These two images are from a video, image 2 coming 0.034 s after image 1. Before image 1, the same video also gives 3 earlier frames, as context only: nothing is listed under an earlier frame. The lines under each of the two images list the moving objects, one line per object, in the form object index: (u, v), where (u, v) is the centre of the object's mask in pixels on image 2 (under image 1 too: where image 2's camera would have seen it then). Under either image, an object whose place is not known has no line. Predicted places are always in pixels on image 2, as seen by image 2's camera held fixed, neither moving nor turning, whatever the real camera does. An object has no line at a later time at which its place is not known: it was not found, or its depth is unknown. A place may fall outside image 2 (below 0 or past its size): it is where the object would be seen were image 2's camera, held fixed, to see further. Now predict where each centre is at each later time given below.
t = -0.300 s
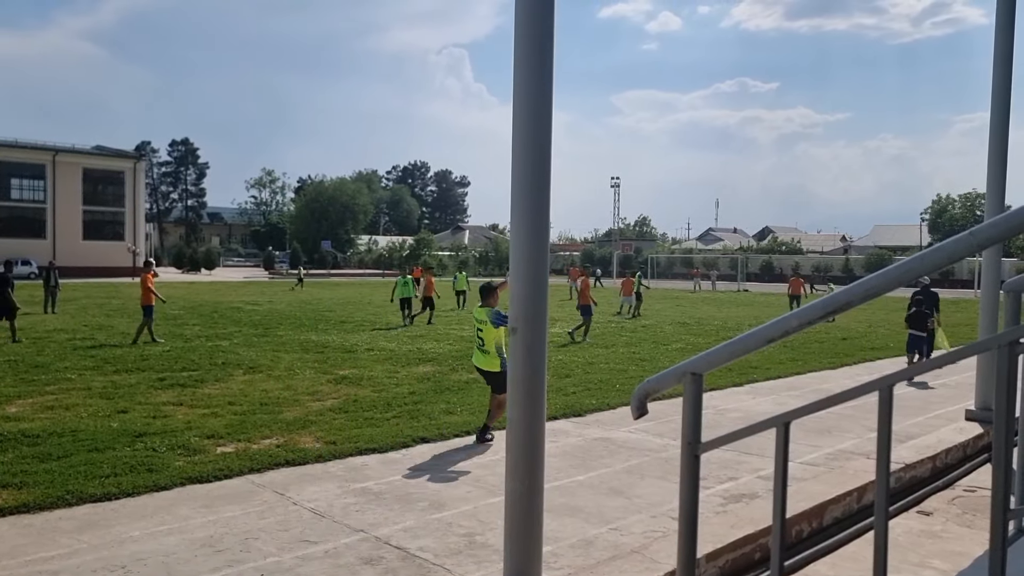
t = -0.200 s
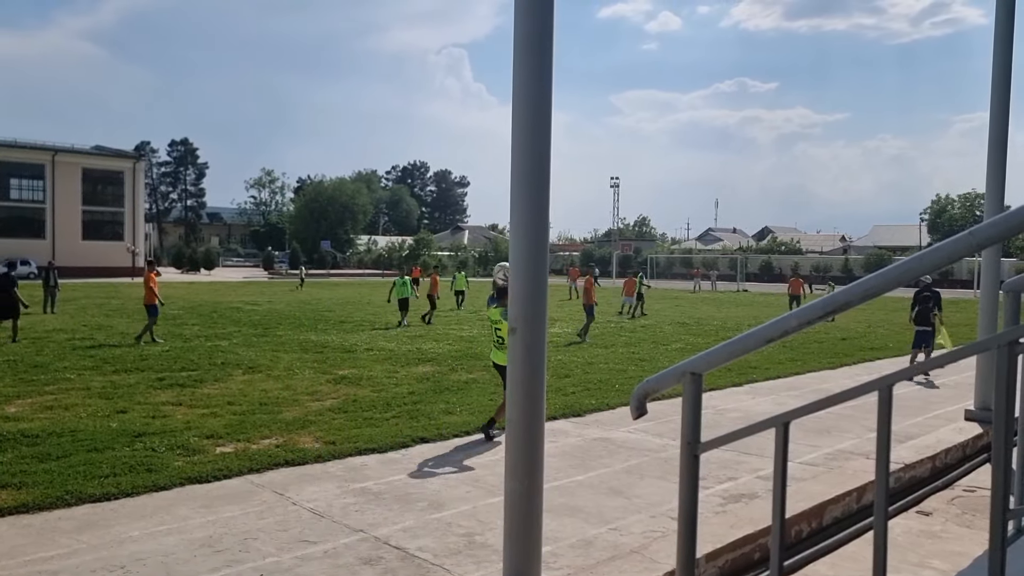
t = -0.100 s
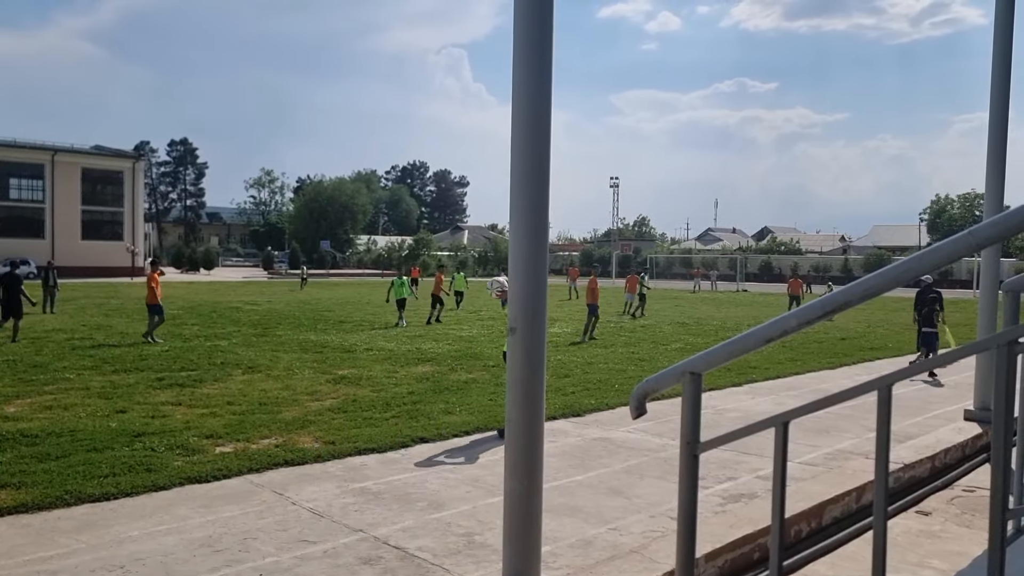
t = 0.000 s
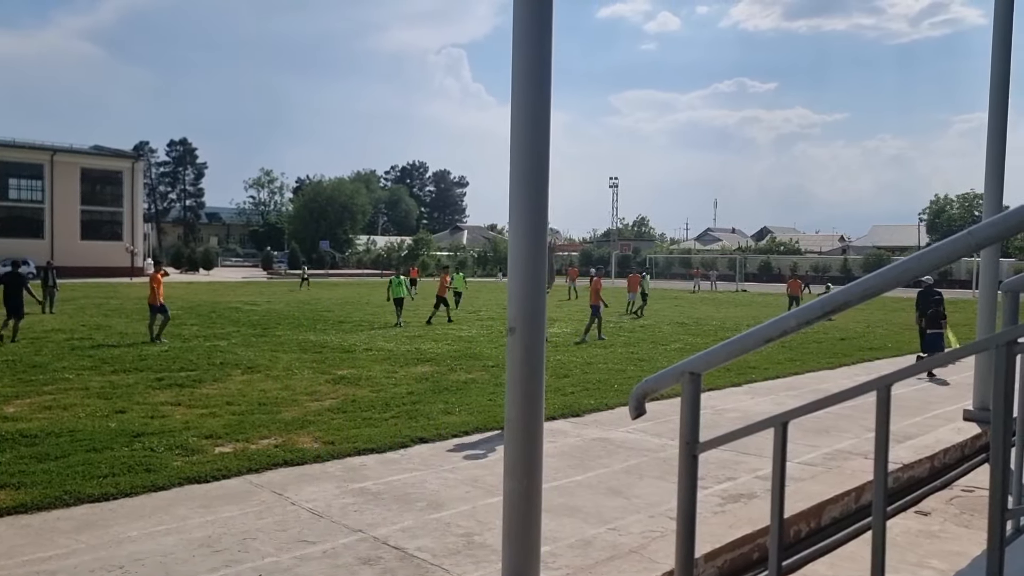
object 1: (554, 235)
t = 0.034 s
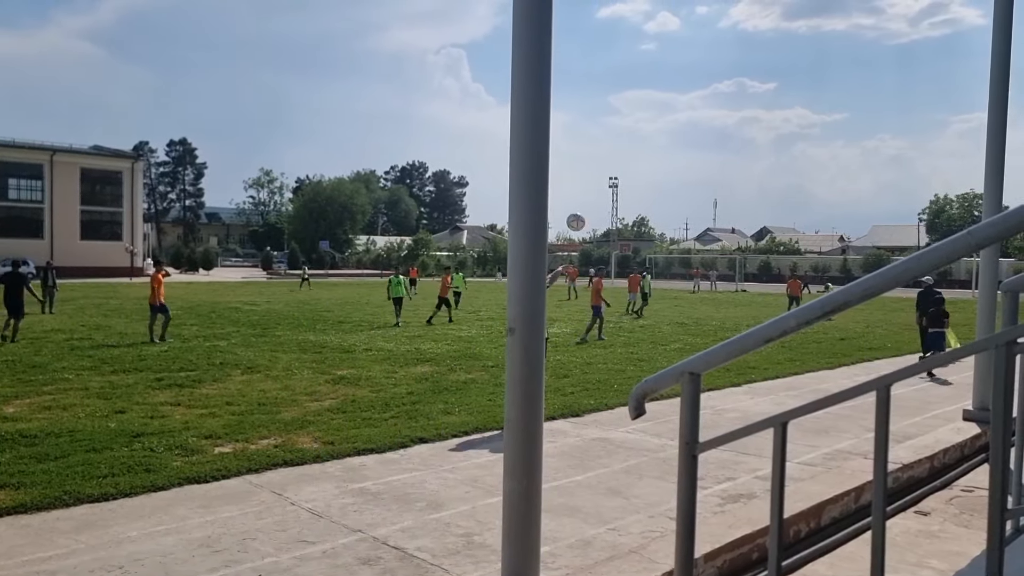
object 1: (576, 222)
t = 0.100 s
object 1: (618, 199)
